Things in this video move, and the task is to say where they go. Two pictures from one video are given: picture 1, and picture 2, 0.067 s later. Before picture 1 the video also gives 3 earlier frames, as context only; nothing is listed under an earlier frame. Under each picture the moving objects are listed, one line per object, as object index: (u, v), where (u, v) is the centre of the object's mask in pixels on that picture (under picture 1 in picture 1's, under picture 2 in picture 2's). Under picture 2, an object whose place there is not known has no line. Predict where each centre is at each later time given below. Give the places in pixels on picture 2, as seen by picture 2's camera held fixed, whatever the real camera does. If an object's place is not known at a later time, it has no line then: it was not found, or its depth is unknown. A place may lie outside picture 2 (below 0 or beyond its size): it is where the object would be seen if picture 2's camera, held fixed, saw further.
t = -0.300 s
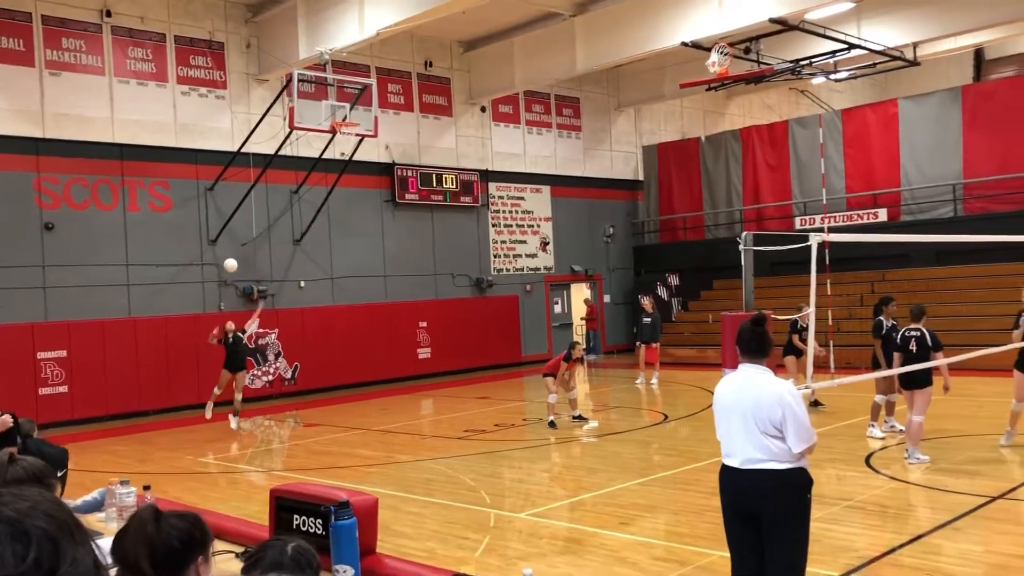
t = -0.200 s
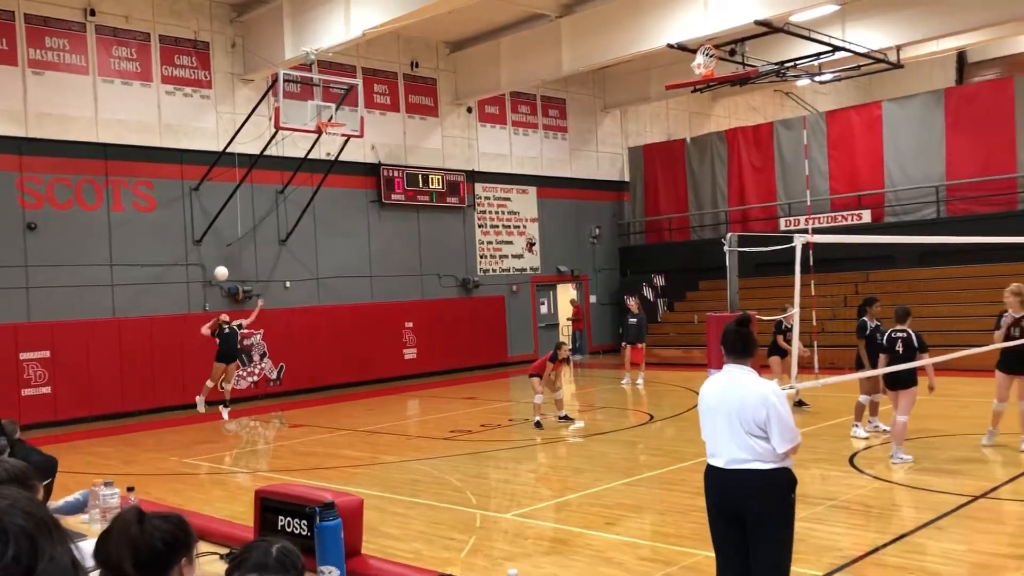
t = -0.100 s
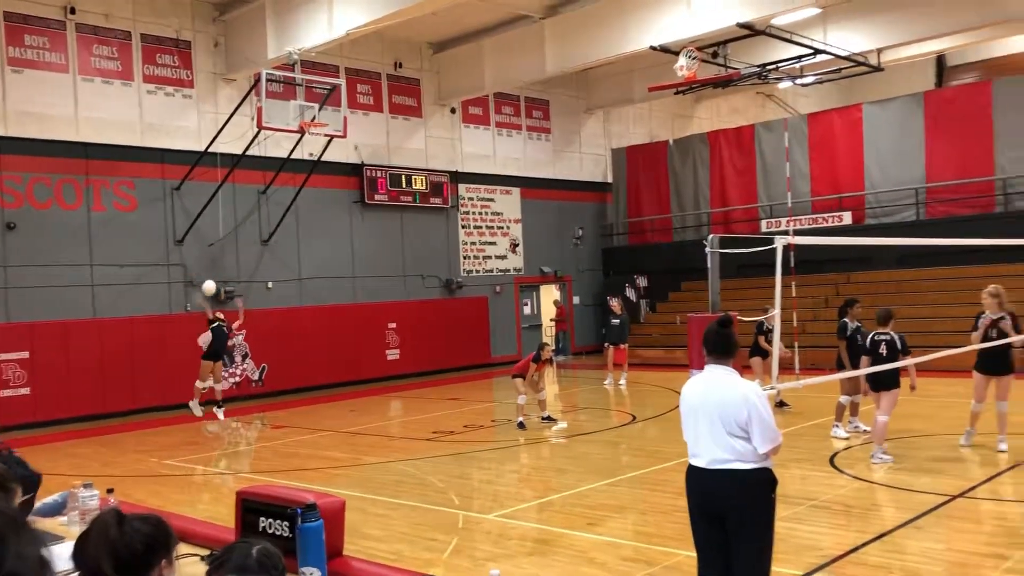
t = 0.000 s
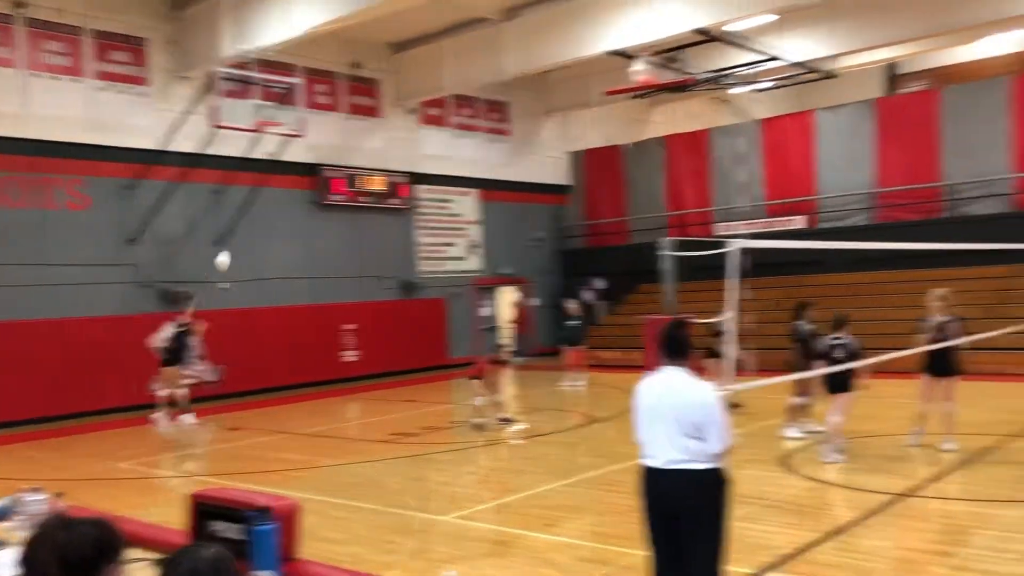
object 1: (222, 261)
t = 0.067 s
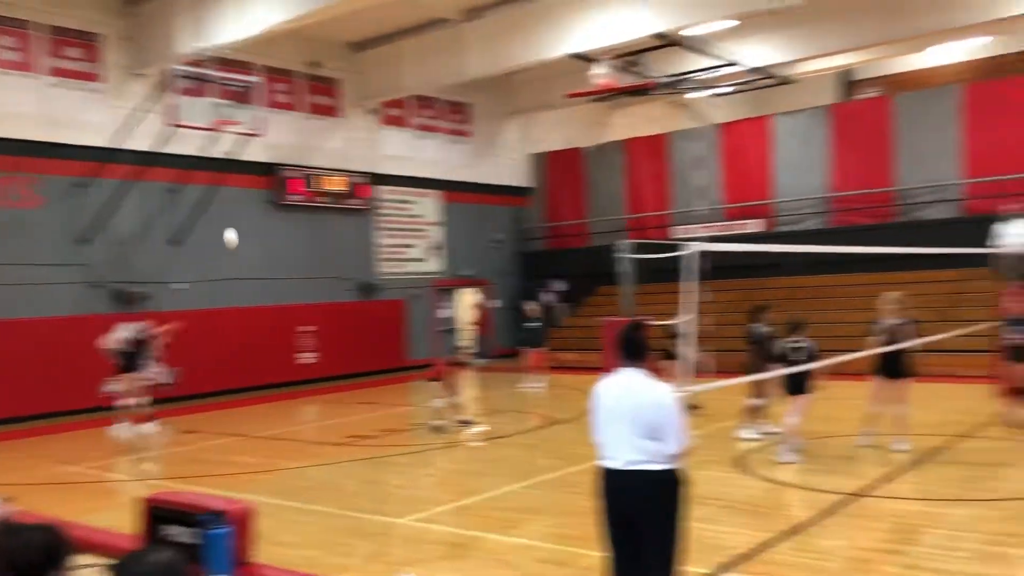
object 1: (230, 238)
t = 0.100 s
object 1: (256, 227)
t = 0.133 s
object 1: (282, 216)
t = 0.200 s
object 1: (336, 196)
